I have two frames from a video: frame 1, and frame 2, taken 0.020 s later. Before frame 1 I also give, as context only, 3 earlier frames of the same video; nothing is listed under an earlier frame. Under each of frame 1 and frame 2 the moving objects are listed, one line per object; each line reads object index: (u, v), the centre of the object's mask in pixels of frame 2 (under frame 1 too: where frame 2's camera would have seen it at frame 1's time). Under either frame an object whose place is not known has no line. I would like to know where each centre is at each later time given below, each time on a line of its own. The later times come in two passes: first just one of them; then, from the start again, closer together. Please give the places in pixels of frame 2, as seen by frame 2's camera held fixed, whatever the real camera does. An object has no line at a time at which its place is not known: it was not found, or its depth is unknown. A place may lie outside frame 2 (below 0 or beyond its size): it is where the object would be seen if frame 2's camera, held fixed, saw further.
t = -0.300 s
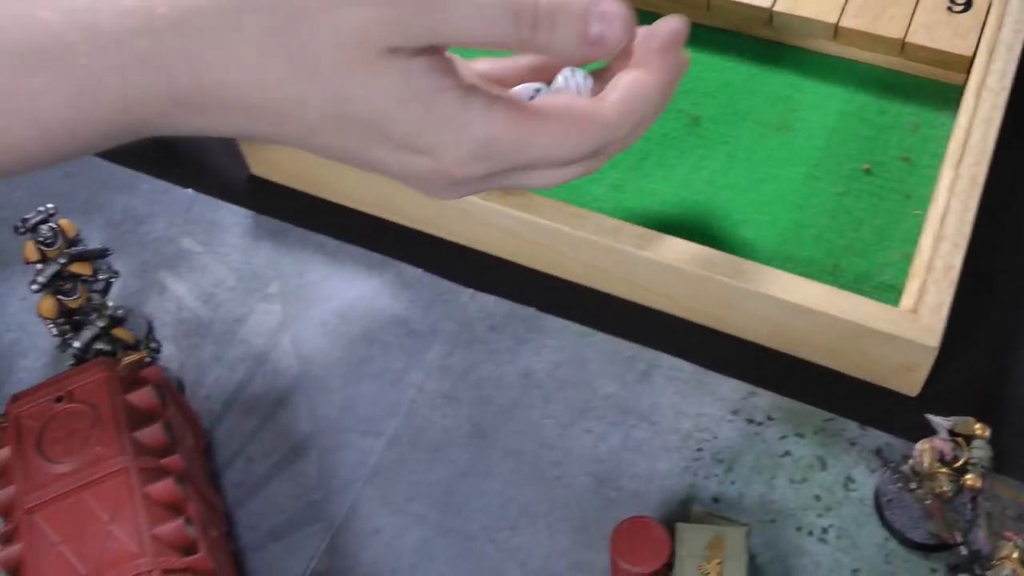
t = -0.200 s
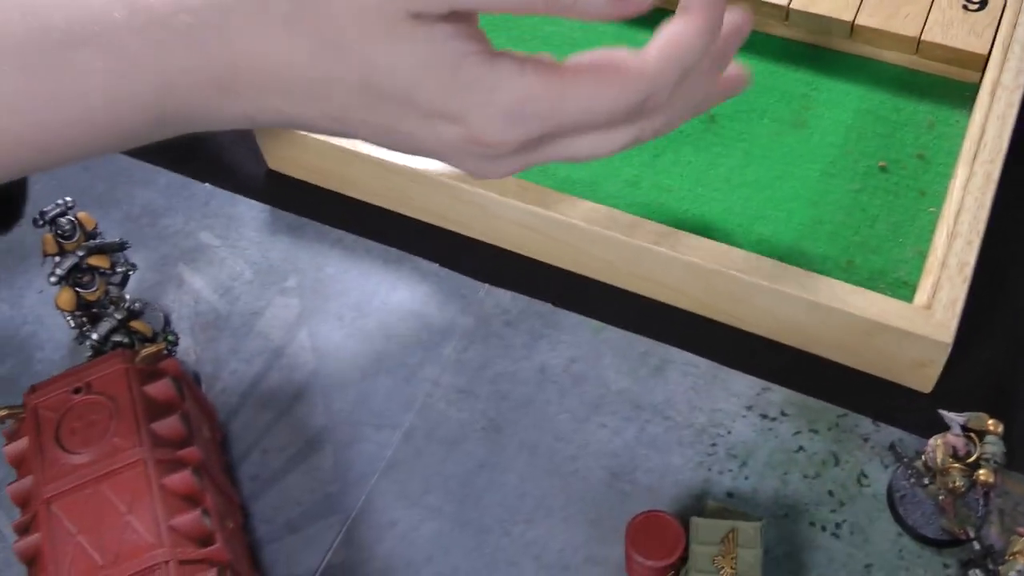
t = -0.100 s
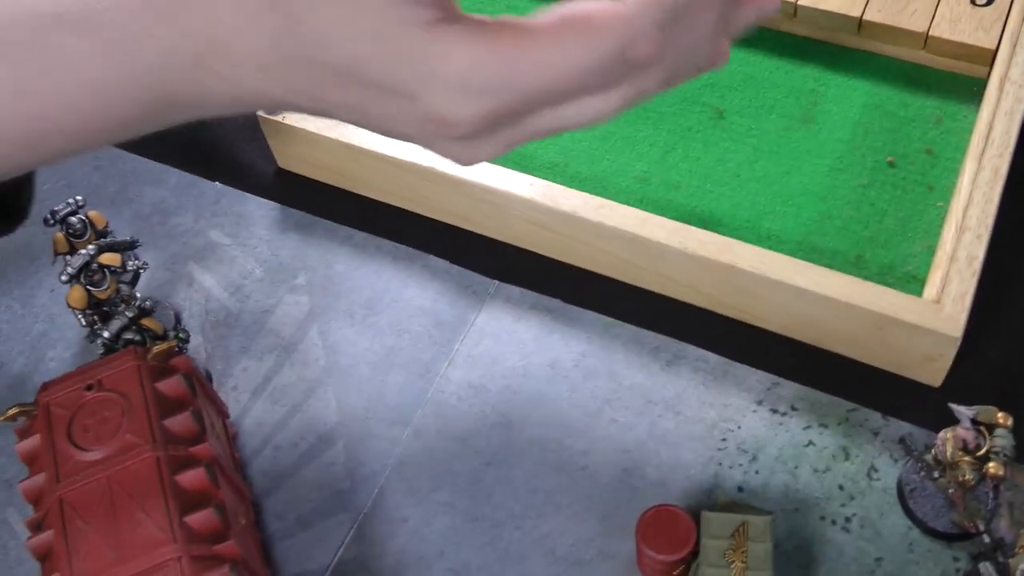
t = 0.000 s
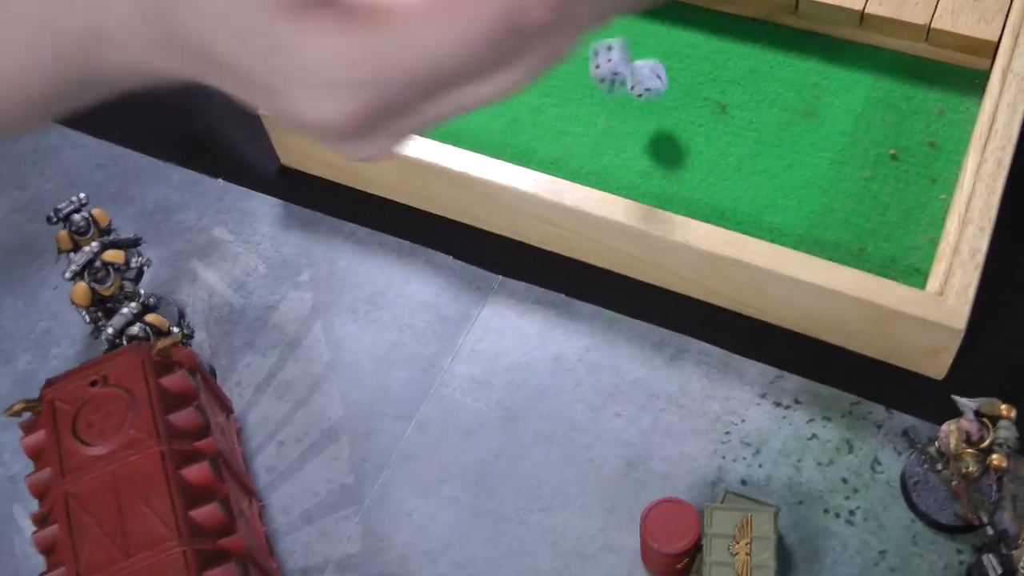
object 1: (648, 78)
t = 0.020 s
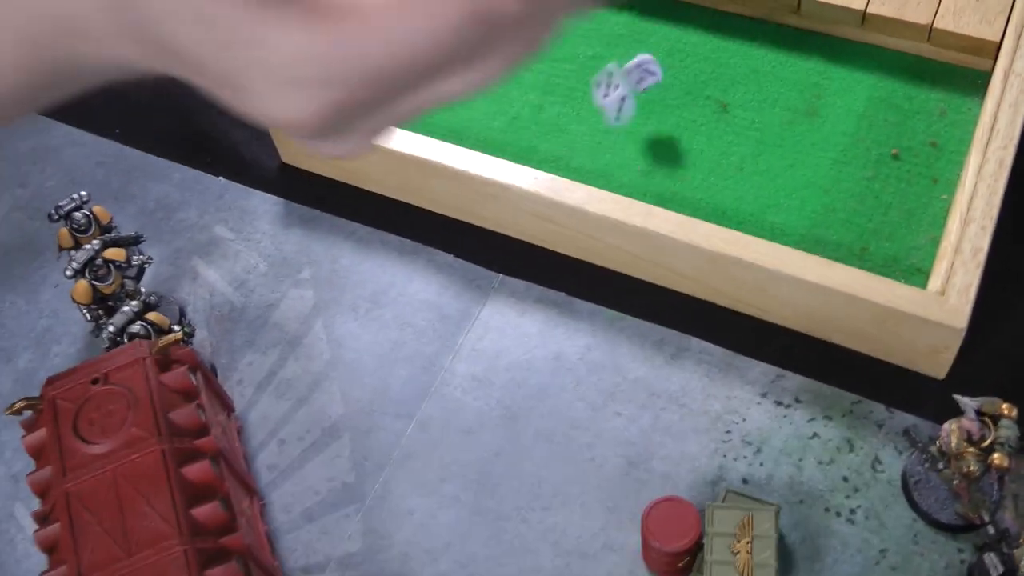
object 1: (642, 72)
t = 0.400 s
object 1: (633, 101)
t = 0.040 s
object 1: (637, 75)
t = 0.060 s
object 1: (632, 82)
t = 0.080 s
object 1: (630, 93)
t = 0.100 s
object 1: (624, 92)
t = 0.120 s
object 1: (615, 96)
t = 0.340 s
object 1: (632, 100)
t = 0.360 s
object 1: (635, 100)
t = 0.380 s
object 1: (635, 100)
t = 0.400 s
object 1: (633, 101)
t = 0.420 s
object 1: (628, 102)
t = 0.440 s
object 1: (626, 102)
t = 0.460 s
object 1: (626, 102)
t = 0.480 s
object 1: (629, 102)
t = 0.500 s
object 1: (629, 102)
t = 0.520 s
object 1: (628, 103)
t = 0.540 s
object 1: (628, 103)
